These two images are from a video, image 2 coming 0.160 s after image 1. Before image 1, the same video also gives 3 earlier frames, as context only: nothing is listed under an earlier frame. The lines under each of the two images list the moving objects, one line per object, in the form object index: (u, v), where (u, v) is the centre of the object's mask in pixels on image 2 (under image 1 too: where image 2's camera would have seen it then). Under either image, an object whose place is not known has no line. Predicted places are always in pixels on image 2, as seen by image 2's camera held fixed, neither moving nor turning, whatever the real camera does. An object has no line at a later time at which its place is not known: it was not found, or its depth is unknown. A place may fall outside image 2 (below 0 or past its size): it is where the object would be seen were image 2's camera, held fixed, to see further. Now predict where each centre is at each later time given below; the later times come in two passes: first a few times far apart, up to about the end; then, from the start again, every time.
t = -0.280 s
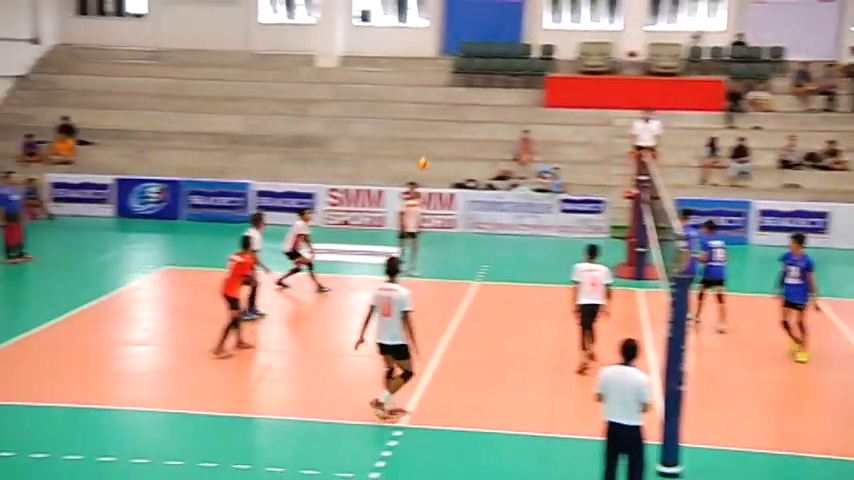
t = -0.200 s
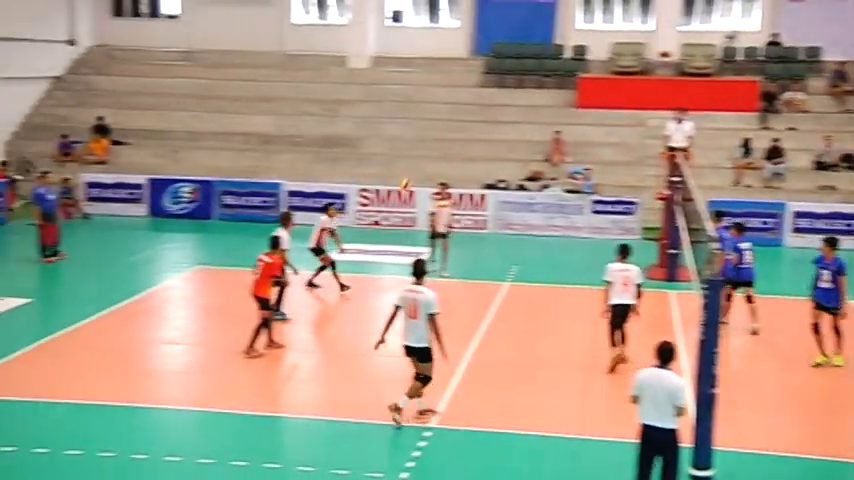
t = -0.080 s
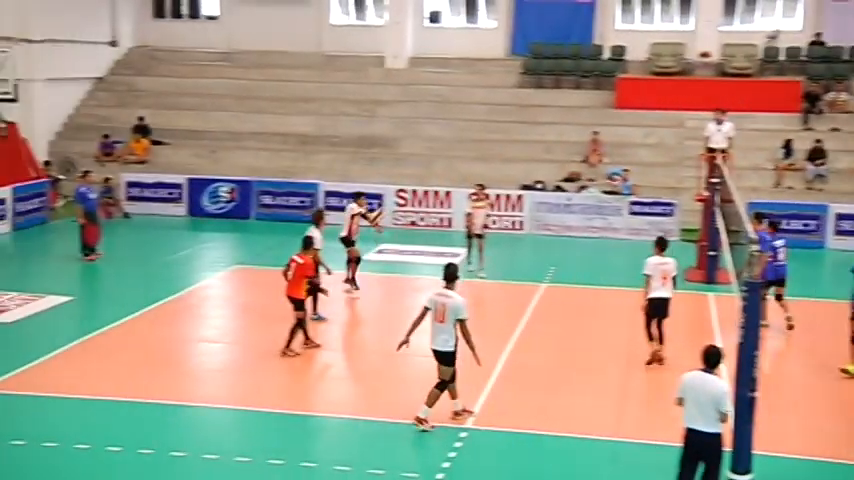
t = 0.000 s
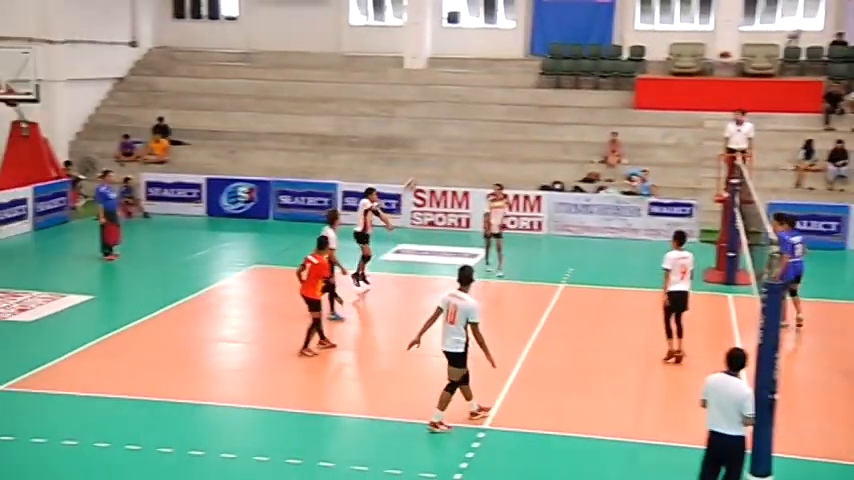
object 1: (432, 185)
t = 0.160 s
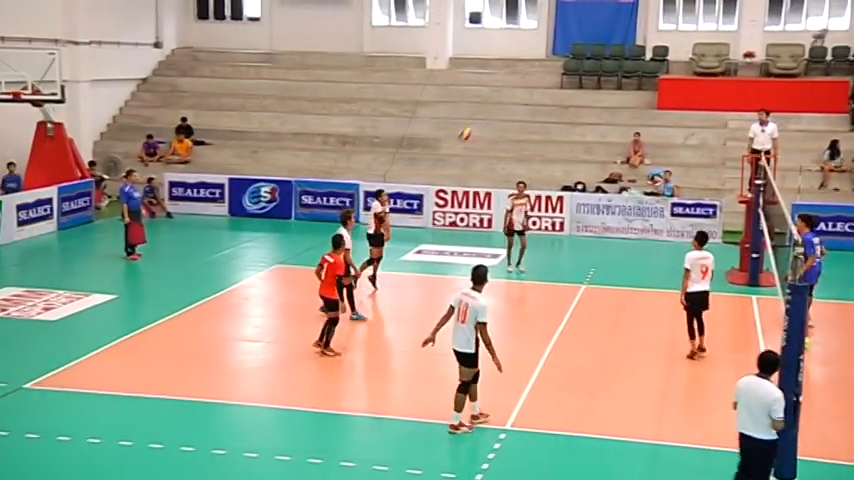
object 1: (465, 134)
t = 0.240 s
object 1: (482, 113)
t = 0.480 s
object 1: (530, 73)
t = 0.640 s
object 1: (563, 66)
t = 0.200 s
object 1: (474, 123)
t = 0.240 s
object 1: (482, 113)
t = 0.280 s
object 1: (491, 104)
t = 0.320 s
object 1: (498, 96)
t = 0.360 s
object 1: (506, 88)
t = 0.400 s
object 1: (515, 82)
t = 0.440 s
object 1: (523, 78)
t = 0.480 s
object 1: (530, 73)
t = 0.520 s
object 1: (539, 70)
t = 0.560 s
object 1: (547, 67)
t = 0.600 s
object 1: (555, 66)
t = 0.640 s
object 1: (563, 66)
